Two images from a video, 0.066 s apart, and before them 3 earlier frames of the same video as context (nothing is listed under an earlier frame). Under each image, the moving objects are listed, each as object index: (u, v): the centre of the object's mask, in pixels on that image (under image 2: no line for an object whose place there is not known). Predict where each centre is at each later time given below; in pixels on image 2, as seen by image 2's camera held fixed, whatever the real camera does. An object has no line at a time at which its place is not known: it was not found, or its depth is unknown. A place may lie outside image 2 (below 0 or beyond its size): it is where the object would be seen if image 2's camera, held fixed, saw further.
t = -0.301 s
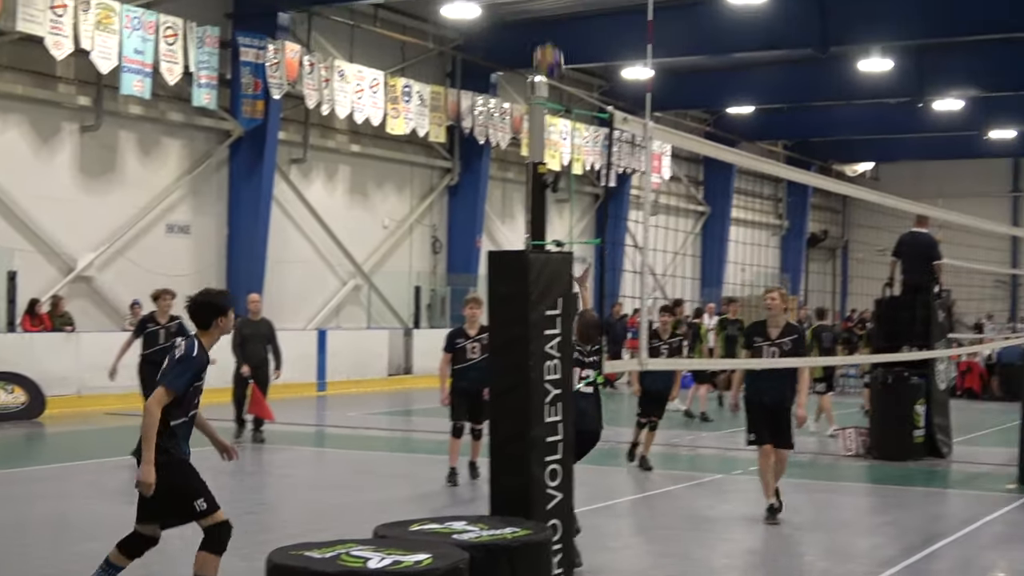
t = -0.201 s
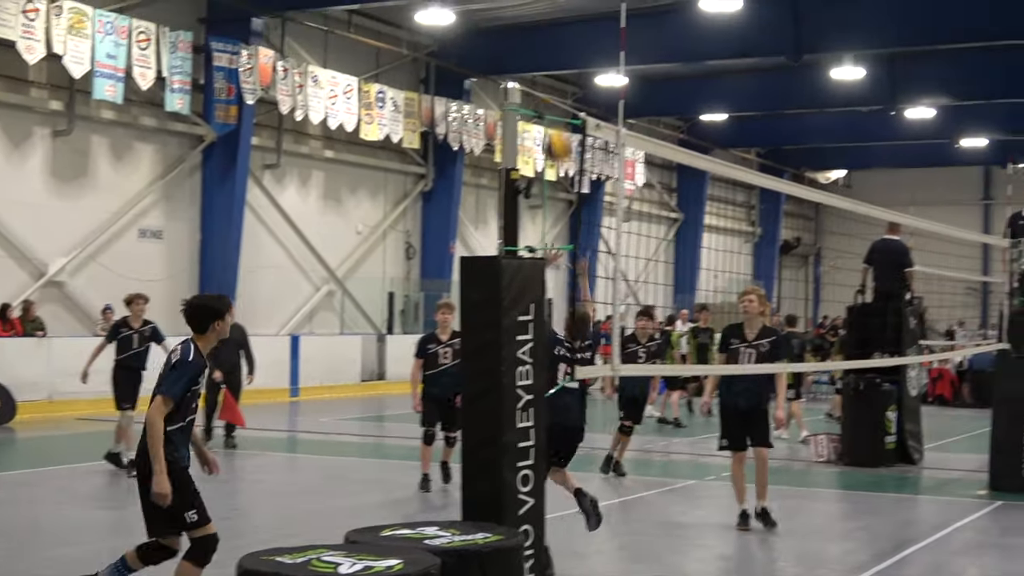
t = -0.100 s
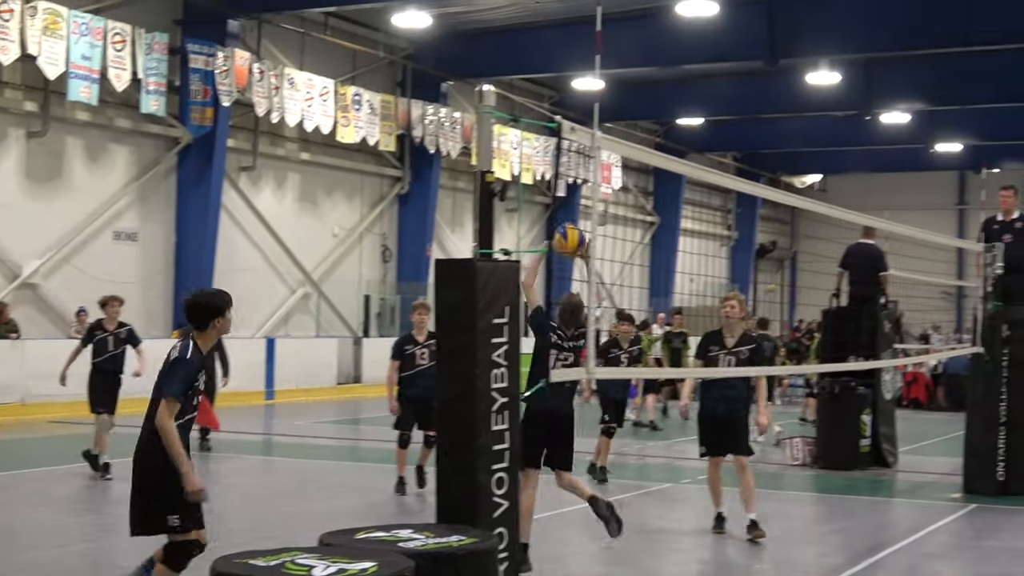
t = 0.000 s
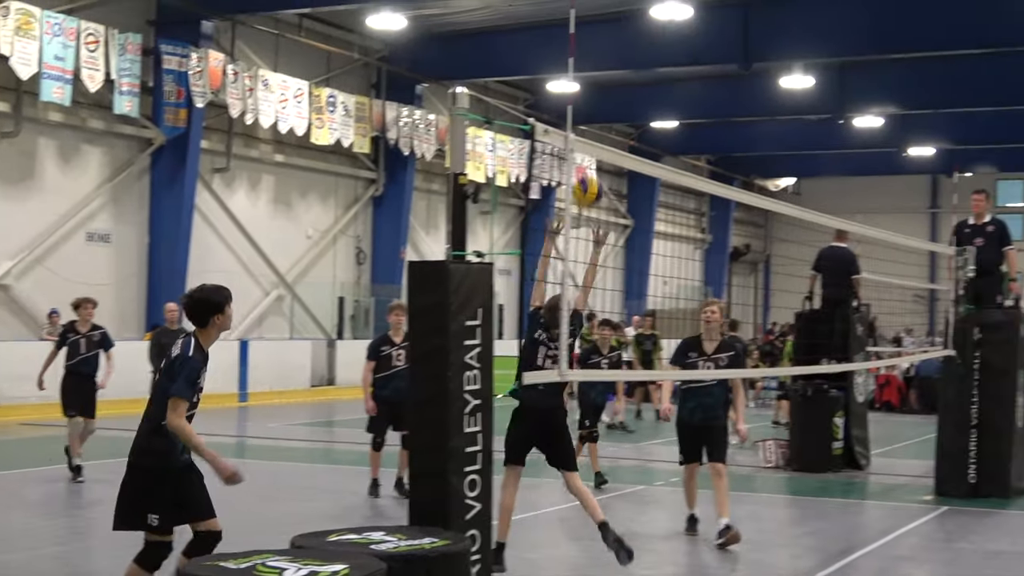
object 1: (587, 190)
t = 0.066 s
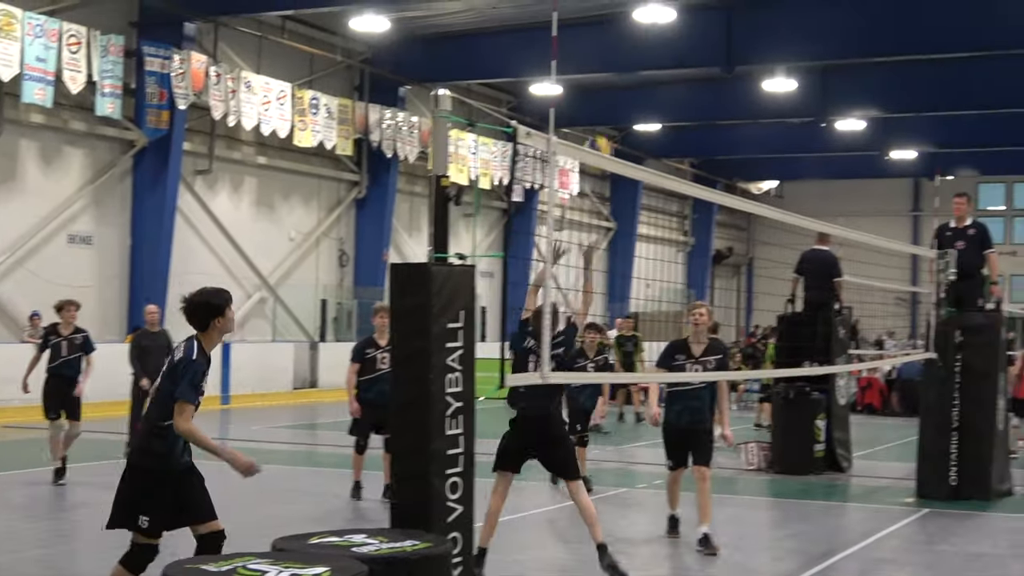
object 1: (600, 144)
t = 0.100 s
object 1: (610, 137)
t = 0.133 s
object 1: (623, 122)
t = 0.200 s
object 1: (650, 98)
